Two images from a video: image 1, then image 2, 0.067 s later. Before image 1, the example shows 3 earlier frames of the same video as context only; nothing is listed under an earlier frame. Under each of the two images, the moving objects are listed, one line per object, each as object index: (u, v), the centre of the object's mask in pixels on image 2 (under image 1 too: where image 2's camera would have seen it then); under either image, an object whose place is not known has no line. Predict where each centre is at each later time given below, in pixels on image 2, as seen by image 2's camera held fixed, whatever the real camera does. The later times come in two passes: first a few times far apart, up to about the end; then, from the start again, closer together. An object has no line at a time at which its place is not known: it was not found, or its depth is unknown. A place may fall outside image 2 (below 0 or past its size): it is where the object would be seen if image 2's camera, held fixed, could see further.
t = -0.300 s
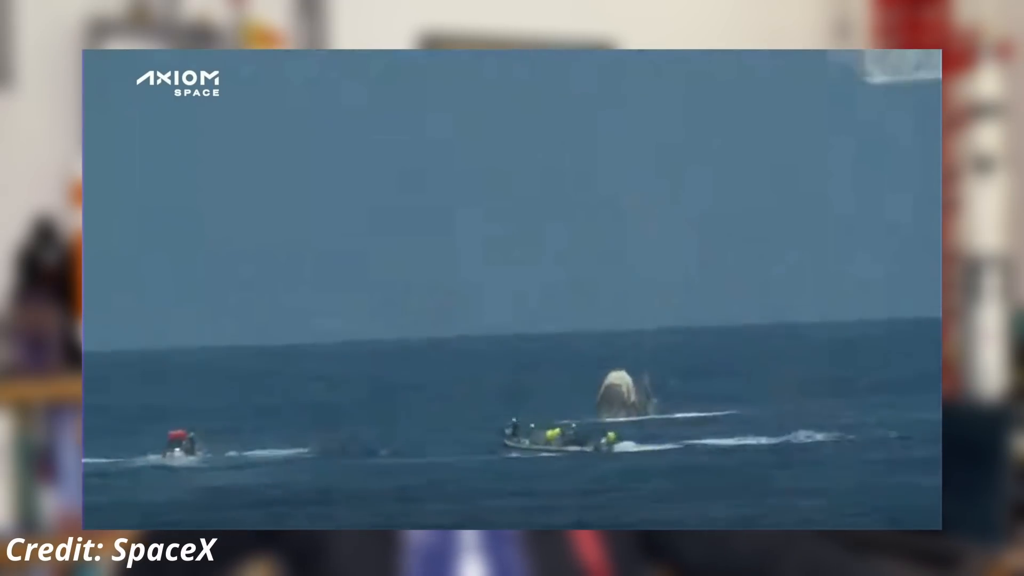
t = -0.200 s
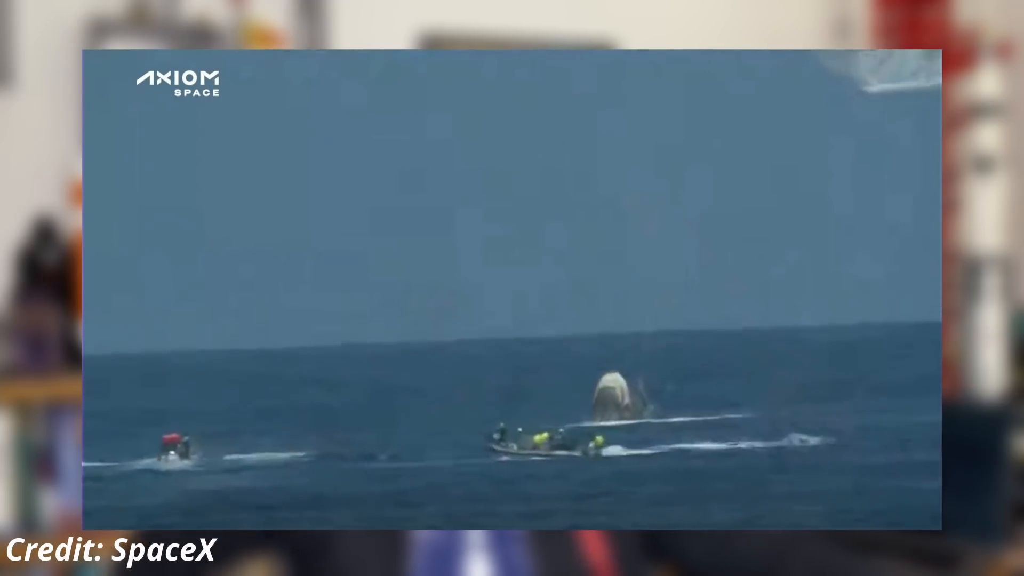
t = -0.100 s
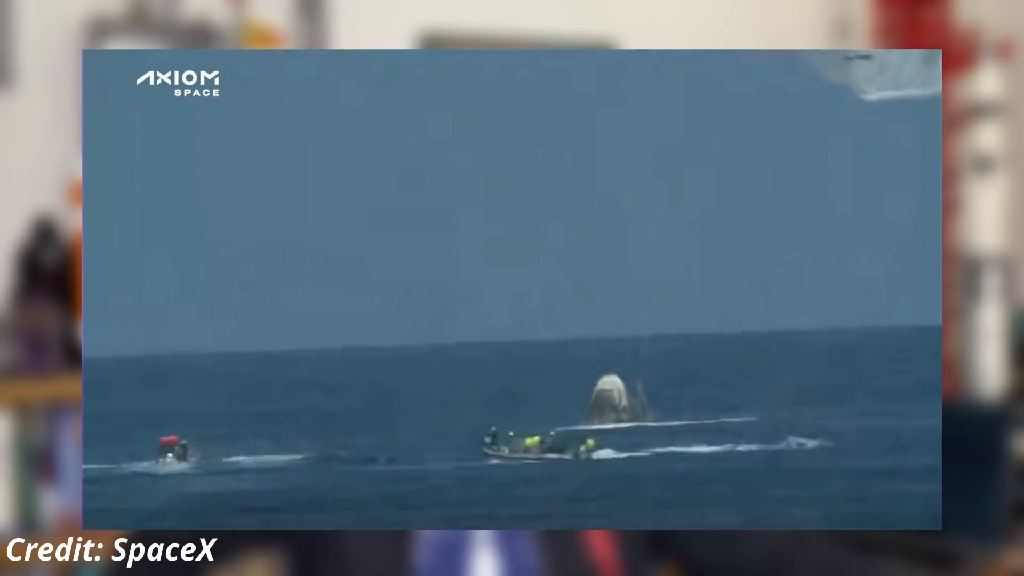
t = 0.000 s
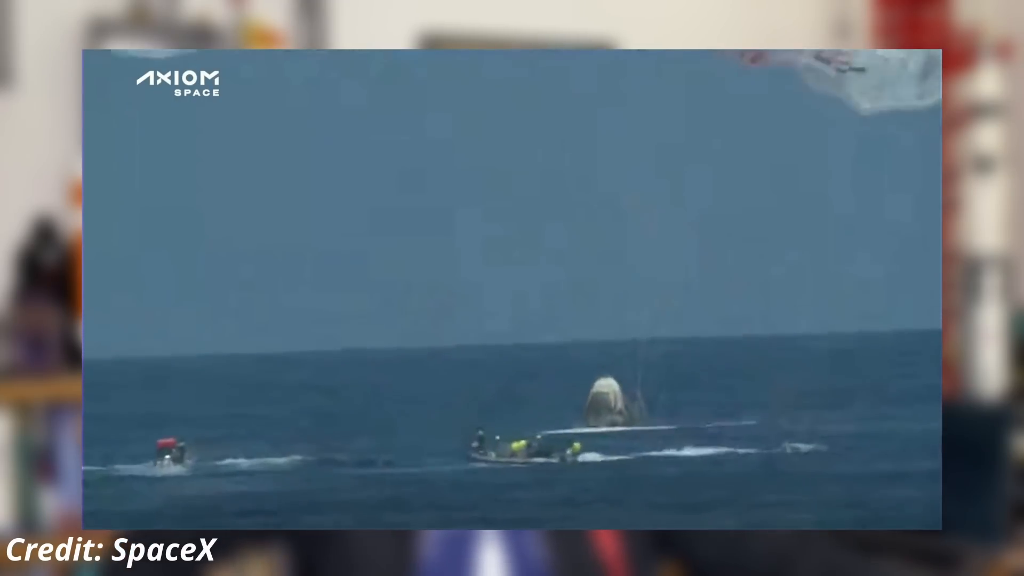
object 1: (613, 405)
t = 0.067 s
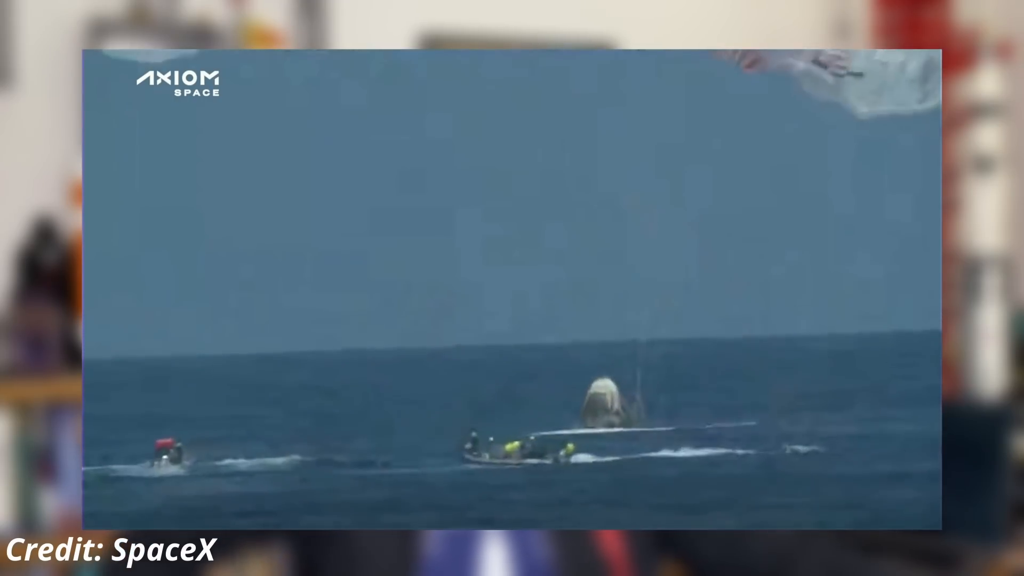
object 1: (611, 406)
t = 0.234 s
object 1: (605, 409)
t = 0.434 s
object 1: (595, 413)
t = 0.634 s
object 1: (590, 414)
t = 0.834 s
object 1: (584, 414)
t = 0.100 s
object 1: (611, 407)
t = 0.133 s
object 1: (610, 407)
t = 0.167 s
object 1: (609, 408)
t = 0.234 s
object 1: (605, 409)
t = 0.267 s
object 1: (600, 410)
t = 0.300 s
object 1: (605, 410)
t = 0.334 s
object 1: (604, 410)
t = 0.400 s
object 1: (596, 412)
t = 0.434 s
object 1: (595, 413)
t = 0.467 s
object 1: (593, 412)
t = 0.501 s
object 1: (594, 413)
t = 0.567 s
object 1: (591, 413)
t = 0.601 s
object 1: (590, 413)
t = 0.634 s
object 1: (590, 414)
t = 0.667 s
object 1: (588, 414)
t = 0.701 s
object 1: (588, 414)
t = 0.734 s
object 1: (587, 415)
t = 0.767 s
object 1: (587, 415)
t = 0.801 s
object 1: (585, 414)
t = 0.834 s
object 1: (584, 414)
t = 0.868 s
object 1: (583, 414)
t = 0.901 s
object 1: (581, 413)
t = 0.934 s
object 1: (580, 413)
